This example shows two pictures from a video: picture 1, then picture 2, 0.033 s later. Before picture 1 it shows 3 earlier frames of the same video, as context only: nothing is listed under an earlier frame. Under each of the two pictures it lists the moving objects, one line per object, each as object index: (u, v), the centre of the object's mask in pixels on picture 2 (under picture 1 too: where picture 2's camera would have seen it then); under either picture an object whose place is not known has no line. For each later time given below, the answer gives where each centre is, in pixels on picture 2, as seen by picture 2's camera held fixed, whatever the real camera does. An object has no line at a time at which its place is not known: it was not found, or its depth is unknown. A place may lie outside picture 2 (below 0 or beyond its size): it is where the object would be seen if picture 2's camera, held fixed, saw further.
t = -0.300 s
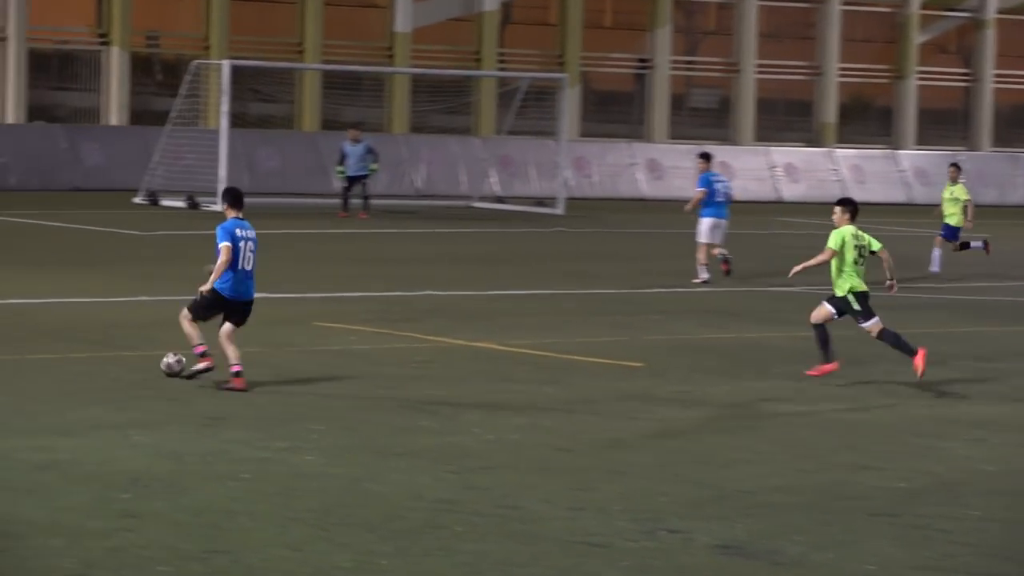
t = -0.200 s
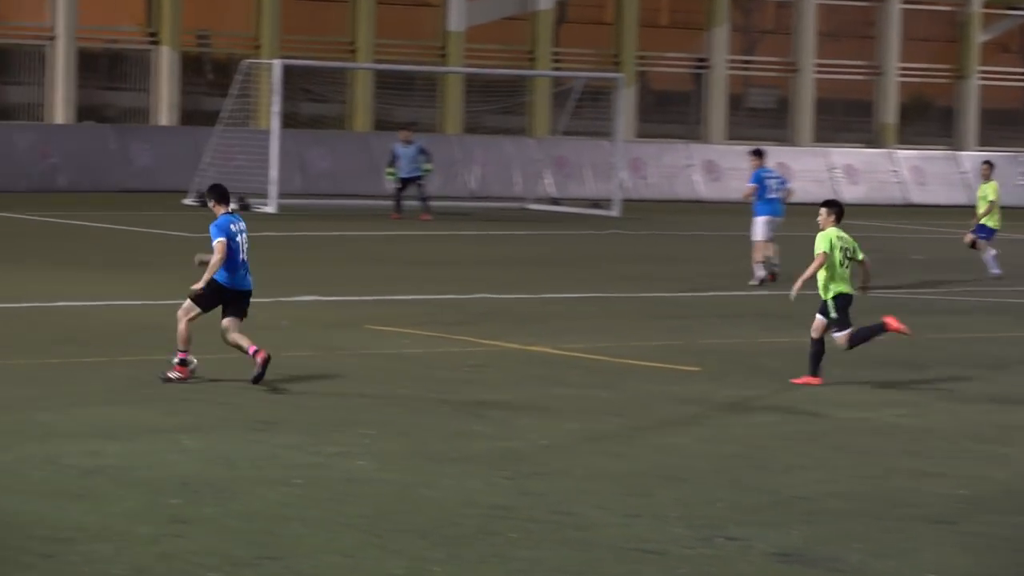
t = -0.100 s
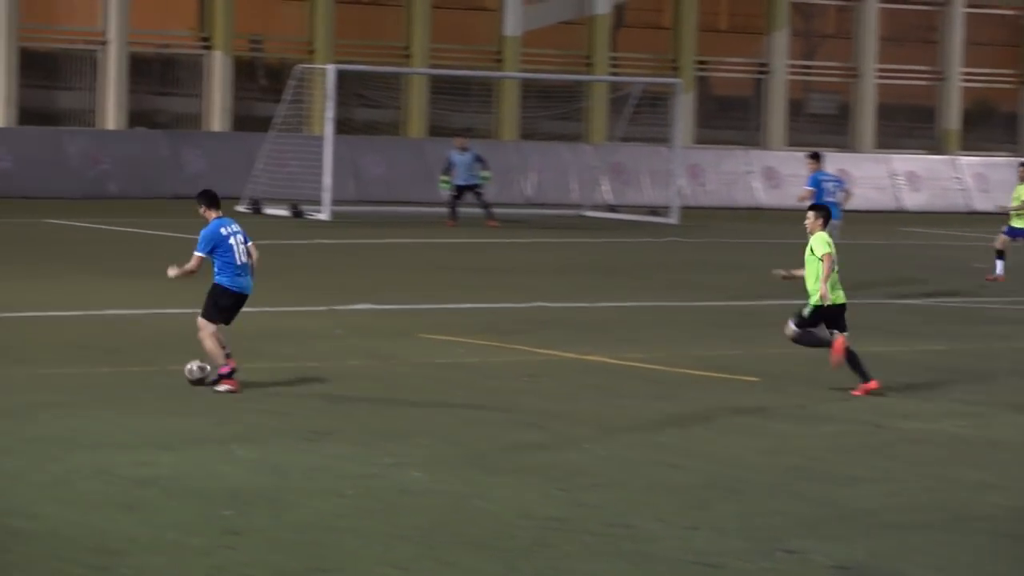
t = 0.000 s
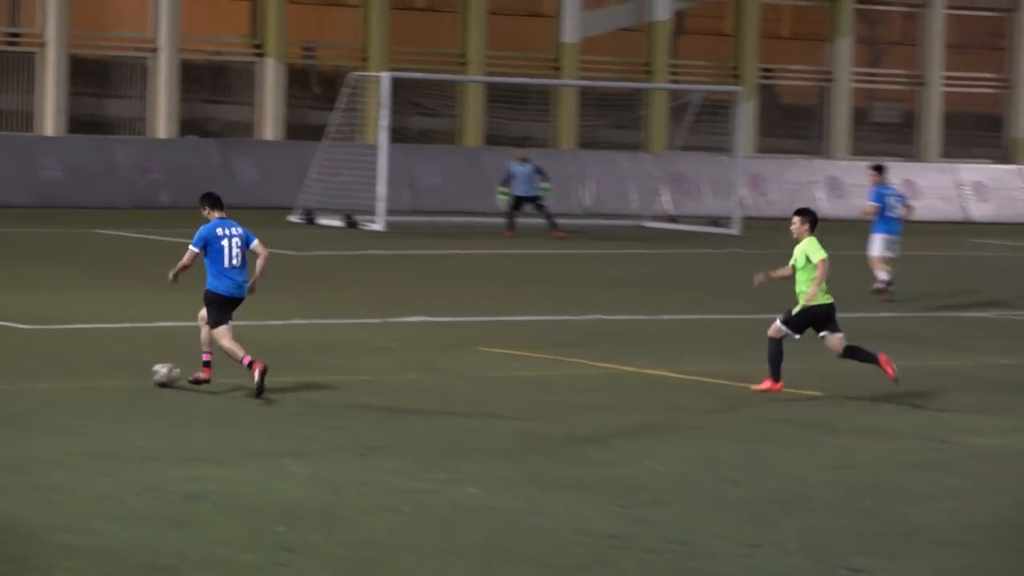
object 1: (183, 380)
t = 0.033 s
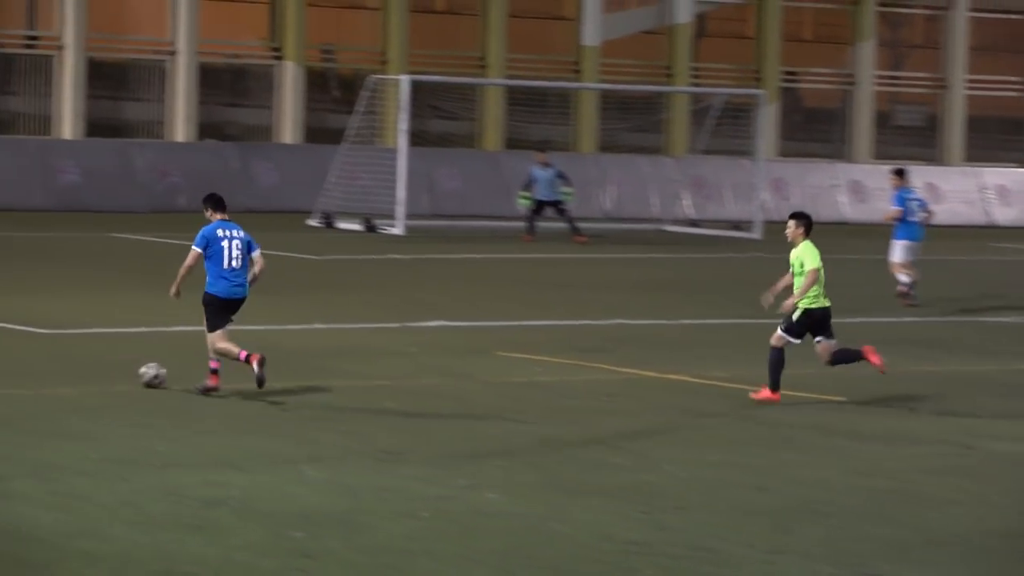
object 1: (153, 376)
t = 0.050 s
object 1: (137, 374)
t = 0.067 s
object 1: (122, 372)
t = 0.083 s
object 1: (107, 370)
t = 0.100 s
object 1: (93, 369)
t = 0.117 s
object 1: (78, 367)
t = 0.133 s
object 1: (64, 365)
